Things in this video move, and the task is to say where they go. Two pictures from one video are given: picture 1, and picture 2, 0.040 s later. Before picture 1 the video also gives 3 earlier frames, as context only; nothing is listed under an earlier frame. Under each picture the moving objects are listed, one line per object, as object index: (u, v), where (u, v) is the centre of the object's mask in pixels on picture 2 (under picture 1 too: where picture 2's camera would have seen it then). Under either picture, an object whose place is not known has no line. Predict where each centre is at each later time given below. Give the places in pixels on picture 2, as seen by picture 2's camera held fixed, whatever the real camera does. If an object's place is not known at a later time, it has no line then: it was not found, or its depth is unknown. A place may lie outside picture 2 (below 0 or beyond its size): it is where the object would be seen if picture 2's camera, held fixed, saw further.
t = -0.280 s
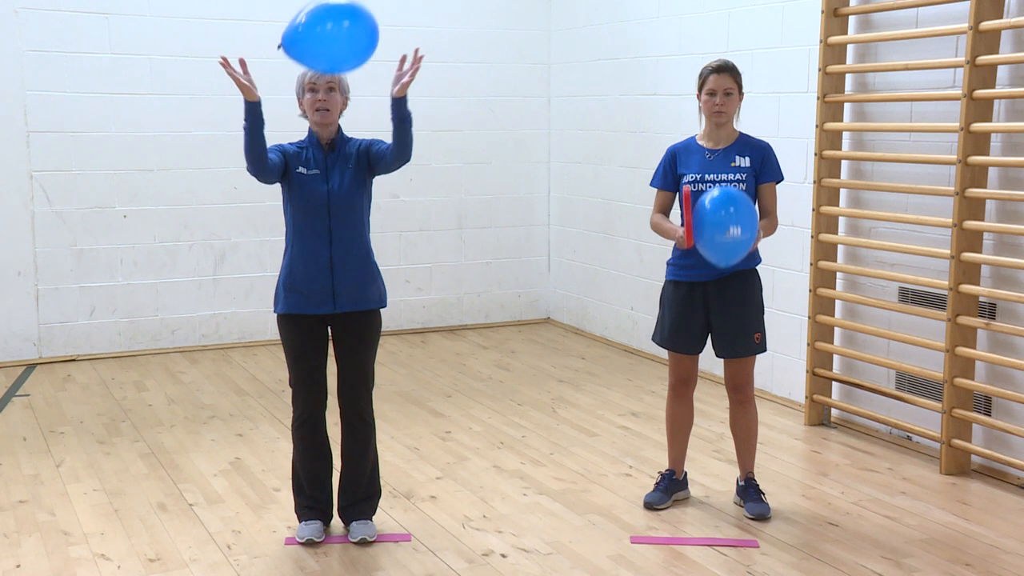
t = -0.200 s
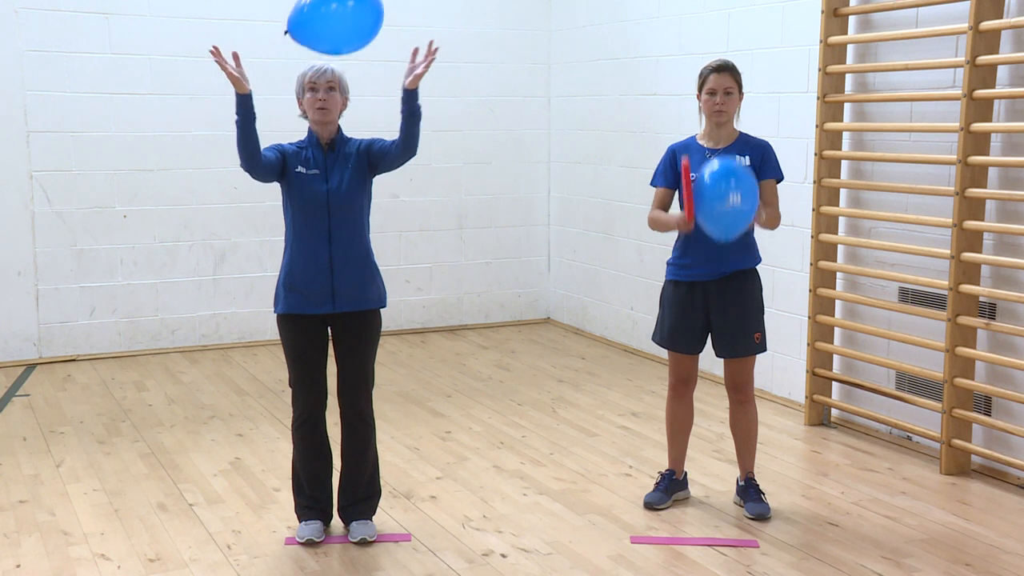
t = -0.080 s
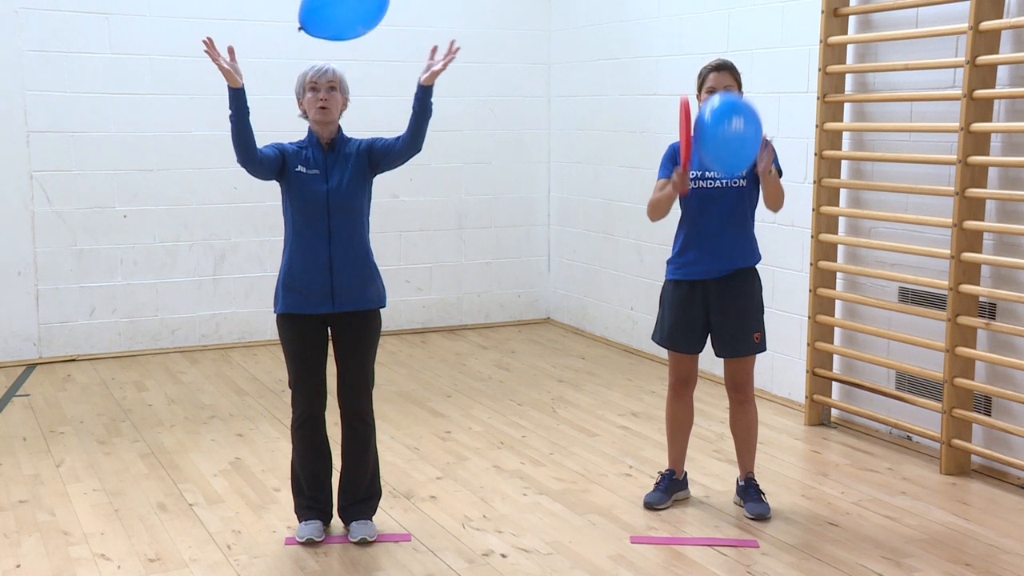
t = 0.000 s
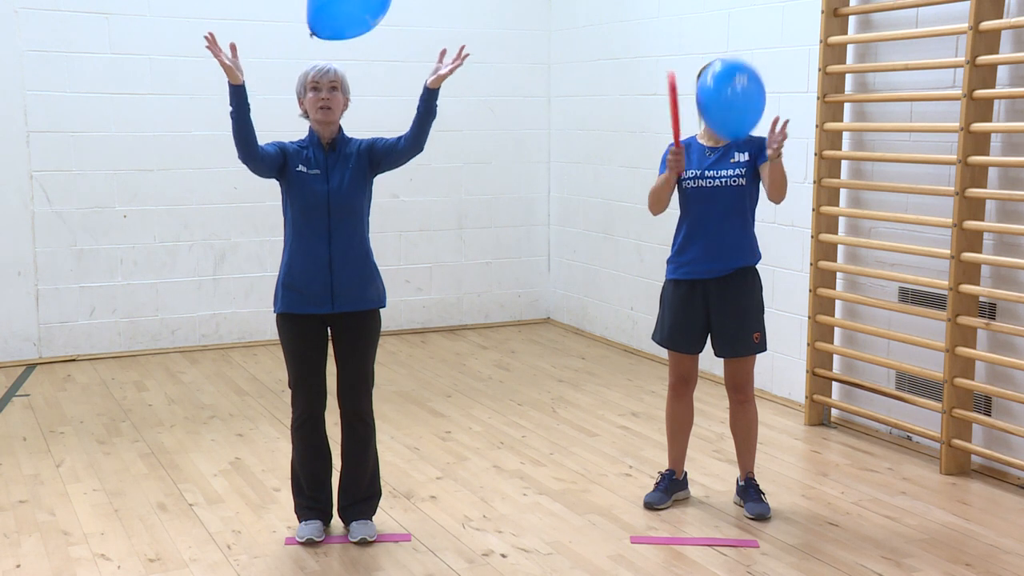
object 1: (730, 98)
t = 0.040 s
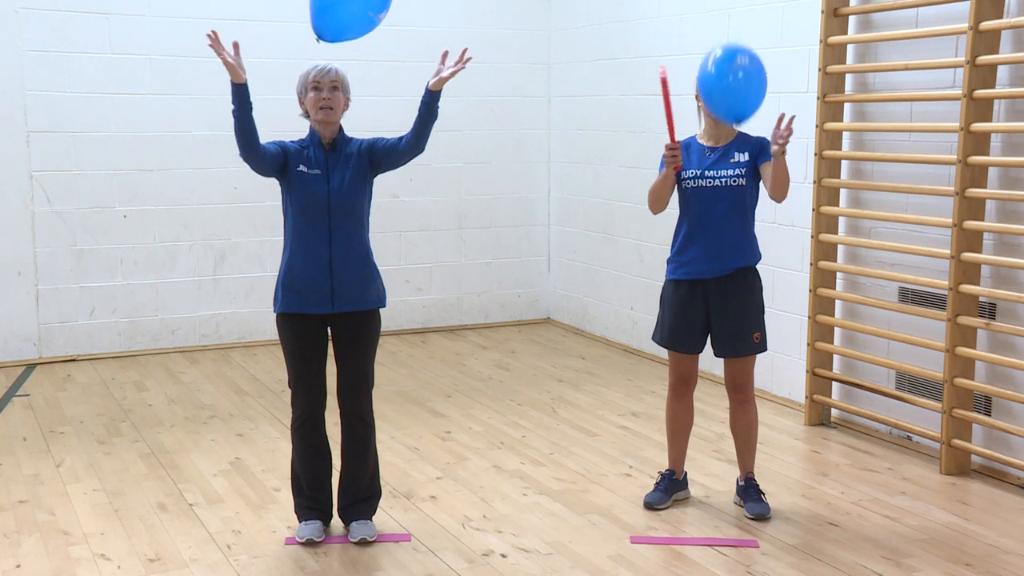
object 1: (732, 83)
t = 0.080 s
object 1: (733, 68)
